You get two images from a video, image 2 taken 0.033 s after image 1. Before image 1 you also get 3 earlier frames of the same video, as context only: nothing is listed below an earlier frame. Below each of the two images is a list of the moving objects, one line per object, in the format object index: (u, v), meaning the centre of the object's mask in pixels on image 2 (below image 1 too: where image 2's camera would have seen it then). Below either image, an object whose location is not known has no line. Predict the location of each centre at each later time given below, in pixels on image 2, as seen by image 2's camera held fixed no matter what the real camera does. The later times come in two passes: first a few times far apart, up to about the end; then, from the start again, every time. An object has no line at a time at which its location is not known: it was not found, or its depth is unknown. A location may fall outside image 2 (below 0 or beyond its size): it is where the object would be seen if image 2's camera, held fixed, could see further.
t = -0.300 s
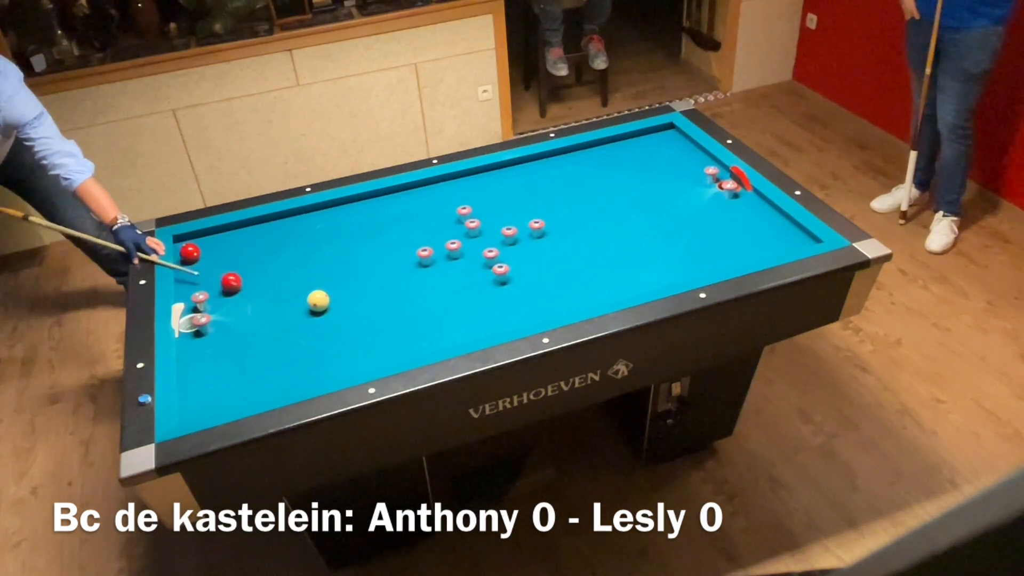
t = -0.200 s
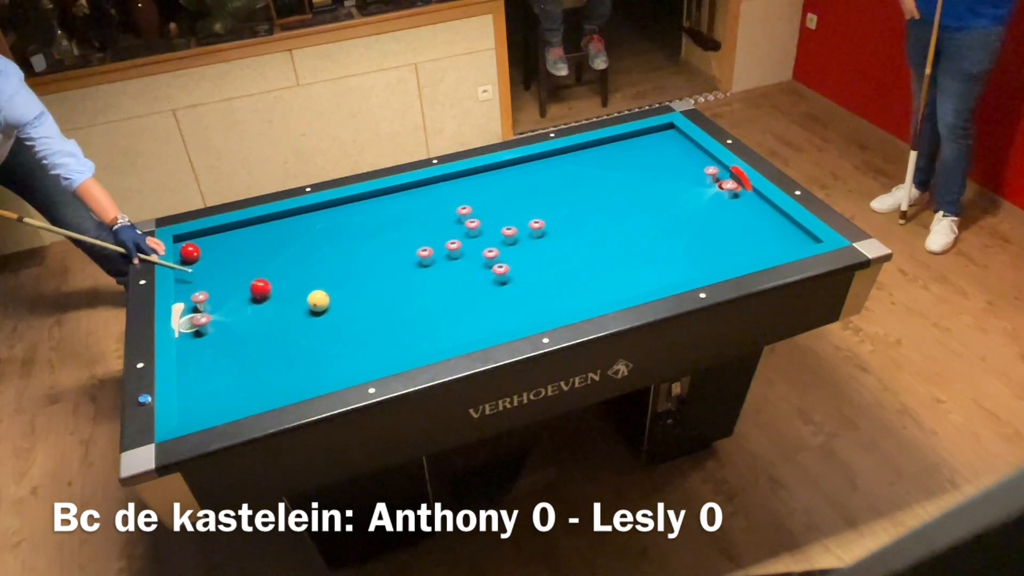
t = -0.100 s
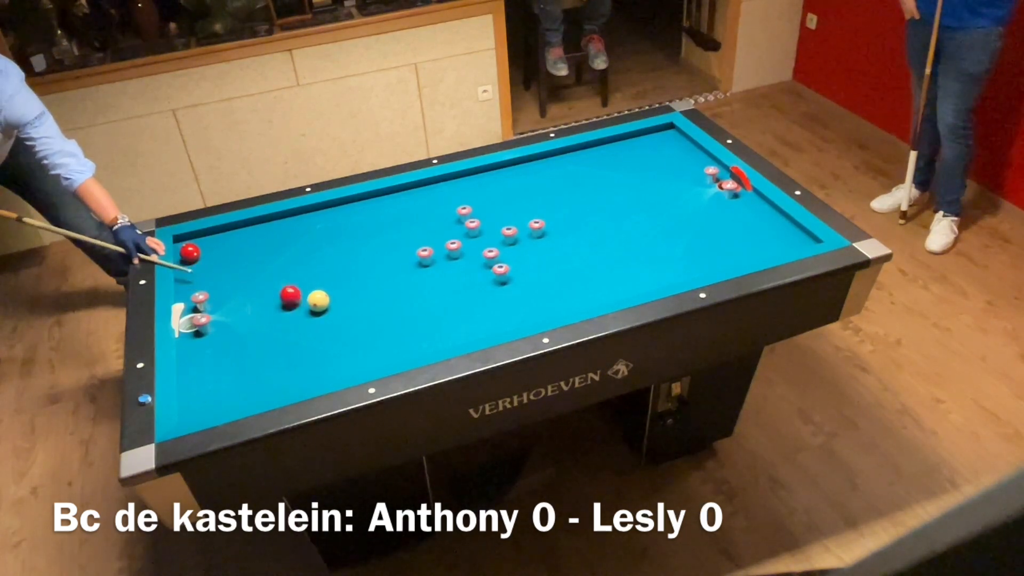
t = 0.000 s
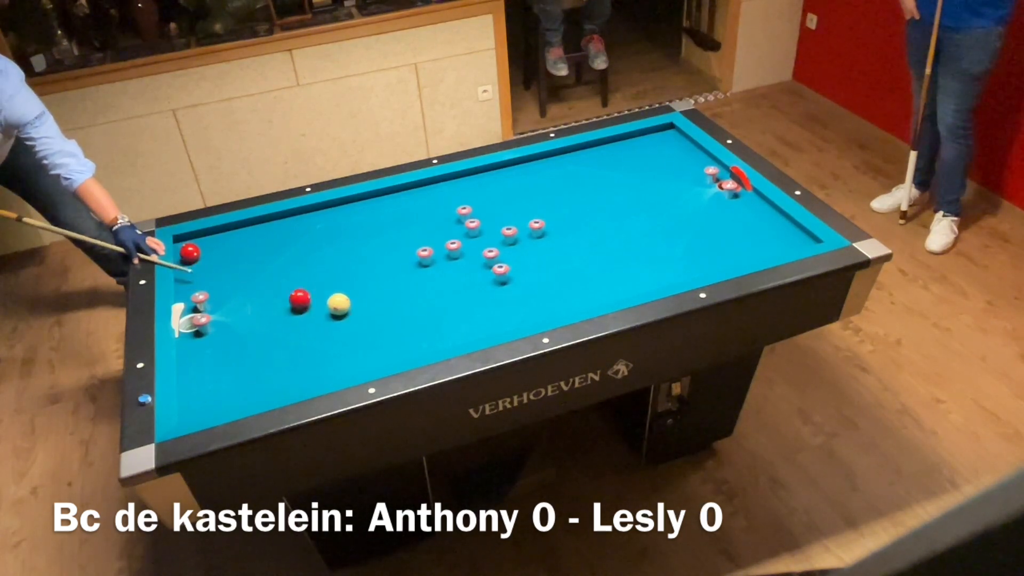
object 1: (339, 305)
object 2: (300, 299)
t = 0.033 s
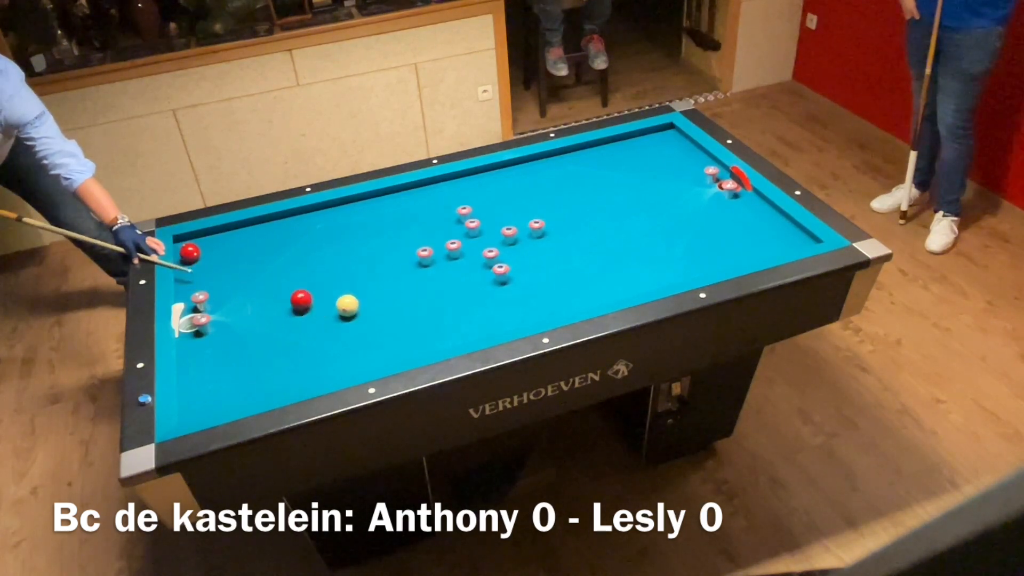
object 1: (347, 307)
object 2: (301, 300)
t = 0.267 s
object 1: (399, 315)
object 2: (315, 307)
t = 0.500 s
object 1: (450, 323)
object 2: (329, 313)
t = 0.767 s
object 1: (500, 323)
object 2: (344, 321)
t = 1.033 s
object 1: (523, 305)
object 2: (358, 328)
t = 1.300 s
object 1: (544, 287)
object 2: (372, 335)
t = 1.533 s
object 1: (560, 272)
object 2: (383, 340)
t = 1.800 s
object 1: (577, 257)
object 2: (395, 347)
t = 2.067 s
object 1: (594, 243)
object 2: (407, 350)
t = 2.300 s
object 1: (606, 231)
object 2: (411, 348)
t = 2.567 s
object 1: (620, 219)
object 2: (414, 345)
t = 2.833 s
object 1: (632, 208)
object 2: (417, 342)
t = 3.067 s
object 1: (642, 200)
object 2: (419, 340)
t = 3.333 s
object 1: (652, 190)
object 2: (421, 336)
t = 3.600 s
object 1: (661, 182)
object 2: (423, 335)
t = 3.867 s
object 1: (669, 174)
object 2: (423, 335)
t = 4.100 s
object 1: (676, 168)
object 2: (423, 335)
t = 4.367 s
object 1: (684, 161)
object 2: (423, 335)
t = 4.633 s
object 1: (690, 155)
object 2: (423, 335)
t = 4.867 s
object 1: (695, 150)
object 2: (423, 335)
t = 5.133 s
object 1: (688, 149)
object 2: (423, 335)
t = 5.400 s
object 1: (682, 148)
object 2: (423, 335)
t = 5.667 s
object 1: (677, 148)
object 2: (423, 335)
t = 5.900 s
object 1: (673, 148)
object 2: (423, 335)
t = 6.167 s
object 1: (670, 147)
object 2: (423, 335)
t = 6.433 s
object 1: (667, 147)
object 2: (423, 335)
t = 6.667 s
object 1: (665, 147)
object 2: (423, 335)
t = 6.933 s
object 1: (664, 147)
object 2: (423, 335)
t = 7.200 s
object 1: (664, 148)
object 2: (423, 335)
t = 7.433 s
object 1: (664, 148)
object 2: (423, 335)
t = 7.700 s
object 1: (664, 148)
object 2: (423, 335)
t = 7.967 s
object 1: (664, 148)
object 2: (423, 335)
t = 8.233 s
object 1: (664, 147)
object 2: (423, 335)
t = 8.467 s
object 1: (664, 147)
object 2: (423, 335)
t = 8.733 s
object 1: (664, 148)
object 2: (423, 335)
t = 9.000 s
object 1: (664, 148)
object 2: (423, 335)
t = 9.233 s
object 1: (664, 148)
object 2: (423, 335)
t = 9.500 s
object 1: (664, 148)
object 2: (423, 335)
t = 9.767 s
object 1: (664, 148)
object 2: (423, 335)
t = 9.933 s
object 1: (664, 148)
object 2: (423, 335)
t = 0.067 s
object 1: (355, 308)
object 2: (303, 301)
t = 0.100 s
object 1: (363, 309)
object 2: (305, 302)
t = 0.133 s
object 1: (370, 310)
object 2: (307, 303)
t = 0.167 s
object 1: (377, 311)
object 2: (309, 304)
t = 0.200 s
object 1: (384, 313)
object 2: (311, 305)
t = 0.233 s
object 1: (391, 314)
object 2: (313, 306)
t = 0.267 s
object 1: (399, 315)
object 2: (315, 307)
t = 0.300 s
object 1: (406, 316)
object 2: (317, 308)
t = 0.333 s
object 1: (413, 317)
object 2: (319, 309)
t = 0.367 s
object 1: (420, 319)
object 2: (321, 310)
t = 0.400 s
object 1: (428, 320)
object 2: (323, 310)
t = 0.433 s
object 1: (435, 321)
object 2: (325, 311)
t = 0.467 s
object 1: (442, 322)
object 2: (327, 312)
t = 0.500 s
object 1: (450, 323)
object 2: (329, 313)
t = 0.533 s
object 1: (457, 324)
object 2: (331, 314)
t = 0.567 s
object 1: (464, 325)
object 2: (332, 315)
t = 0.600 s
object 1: (472, 326)
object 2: (334, 316)
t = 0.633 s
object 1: (479, 327)
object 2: (336, 318)
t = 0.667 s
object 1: (486, 326)
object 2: (338, 318)
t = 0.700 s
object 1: (494, 326)
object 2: (340, 319)
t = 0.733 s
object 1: (497, 325)
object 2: (342, 320)
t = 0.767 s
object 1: (500, 323)
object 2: (344, 321)
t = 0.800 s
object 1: (503, 321)
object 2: (345, 322)
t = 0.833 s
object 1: (506, 319)
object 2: (347, 323)
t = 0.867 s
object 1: (509, 317)
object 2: (349, 324)
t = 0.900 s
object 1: (512, 315)
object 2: (351, 325)
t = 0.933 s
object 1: (515, 312)
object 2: (352, 326)
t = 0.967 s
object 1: (518, 310)
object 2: (354, 326)
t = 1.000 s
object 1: (521, 307)
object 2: (356, 327)
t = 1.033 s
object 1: (523, 305)
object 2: (358, 328)
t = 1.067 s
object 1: (526, 303)
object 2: (360, 329)
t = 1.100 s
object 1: (529, 300)
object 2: (361, 330)
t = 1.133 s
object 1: (531, 298)
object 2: (363, 330)
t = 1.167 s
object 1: (534, 296)
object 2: (365, 331)
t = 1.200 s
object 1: (537, 293)
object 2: (367, 333)
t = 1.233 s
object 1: (539, 291)
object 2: (368, 333)
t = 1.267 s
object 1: (542, 289)
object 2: (370, 334)
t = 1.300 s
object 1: (544, 287)
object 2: (372, 335)
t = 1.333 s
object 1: (547, 285)
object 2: (373, 336)
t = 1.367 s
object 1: (549, 283)
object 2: (375, 336)
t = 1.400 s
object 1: (551, 280)
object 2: (377, 337)
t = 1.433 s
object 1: (553, 278)
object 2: (378, 338)
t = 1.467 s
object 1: (556, 276)
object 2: (380, 339)
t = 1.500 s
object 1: (558, 274)
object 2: (381, 340)
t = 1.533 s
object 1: (560, 272)
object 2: (383, 340)
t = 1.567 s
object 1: (563, 270)
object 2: (385, 341)
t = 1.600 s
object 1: (565, 268)
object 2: (386, 342)
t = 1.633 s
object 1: (567, 266)
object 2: (388, 343)
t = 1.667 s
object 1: (569, 264)
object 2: (389, 344)
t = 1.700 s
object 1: (571, 262)
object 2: (391, 344)
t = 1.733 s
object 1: (574, 261)
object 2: (392, 345)
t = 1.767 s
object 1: (576, 259)
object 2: (394, 344)
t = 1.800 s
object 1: (577, 257)
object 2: (395, 347)
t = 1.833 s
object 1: (579, 255)
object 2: (397, 346)
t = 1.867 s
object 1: (582, 253)
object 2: (398, 347)
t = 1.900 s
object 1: (584, 251)
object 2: (400, 348)
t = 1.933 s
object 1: (586, 249)
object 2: (401, 348)
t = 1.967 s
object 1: (588, 248)
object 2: (403, 349)
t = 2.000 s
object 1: (590, 246)
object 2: (404, 350)
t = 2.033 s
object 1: (592, 244)
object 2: (405, 350)
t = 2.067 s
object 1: (594, 243)
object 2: (407, 350)
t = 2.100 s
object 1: (595, 241)
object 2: (408, 350)
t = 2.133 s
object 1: (597, 239)
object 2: (409, 350)
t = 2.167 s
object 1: (599, 238)
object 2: (409, 350)
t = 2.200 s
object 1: (601, 236)
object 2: (409, 349)
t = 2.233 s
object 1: (603, 235)
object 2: (410, 349)
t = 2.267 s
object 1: (605, 233)
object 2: (410, 348)
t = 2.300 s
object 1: (606, 231)
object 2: (411, 348)
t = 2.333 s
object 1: (608, 230)
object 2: (411, 348)
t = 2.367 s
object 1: (610, 228)
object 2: (412, 347)
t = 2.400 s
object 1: (611, 227)
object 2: (412, 347)
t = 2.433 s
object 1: (613, 225)
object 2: (412, 346)
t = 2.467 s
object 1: (615, 224)
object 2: (413, 346)
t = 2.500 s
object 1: (616, 222)
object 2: (413, 346)
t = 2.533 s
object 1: (618, 221)
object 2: (414, 345)
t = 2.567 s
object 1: (620, 219)
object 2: (414, 345)
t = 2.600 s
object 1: (621, 218)
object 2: (414, 345)
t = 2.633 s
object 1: (623, 217)
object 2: (415, 344)
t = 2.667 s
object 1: (624, 215)
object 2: (415, 344)
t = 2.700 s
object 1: (626, 214)
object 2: (416, 344)
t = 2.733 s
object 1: (627, 212)
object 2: (416, 343)
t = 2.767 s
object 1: (629, 211)
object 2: (416, 343)
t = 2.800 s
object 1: (630, 210)
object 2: (417, 343)
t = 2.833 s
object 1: (632, 208)
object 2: (417, 342)
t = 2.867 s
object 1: (633, 207)
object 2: (417, 342)
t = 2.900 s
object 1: (635, 206)
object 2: (418, 342)
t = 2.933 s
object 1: (636, 205)
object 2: (418, 341)
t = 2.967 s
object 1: (637, 203)
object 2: (418, 341)
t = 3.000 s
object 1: (639, 202)
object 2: (418, 341)
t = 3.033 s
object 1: (640, 201)
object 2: (419, 341)
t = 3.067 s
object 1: (642, 200)
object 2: (419, 340)
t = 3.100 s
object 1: (643, 198)
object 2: (419, 340)
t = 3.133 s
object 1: (644, 197)
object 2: (420, 340)
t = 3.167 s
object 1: (645, 196)
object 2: (420, 340)
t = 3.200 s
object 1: (647, 195)
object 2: (420, 338)
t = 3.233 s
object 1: (648, 194)
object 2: (420, 338)
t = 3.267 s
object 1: (649, 193)
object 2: (420, 337)
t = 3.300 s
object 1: (650, 191)
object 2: (421, 337)
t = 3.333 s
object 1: (652, 190)
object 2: (421, 336)
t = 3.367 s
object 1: (653, 189)
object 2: (421, 336)
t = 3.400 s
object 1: (654, 188)
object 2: (421, 336)
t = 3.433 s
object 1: (655, 187)
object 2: (422, 336)
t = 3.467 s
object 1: (656, 186)
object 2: (422, 336)
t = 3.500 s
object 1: (658, 185)
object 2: (422, 336)
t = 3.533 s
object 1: (659, 184)
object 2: (422, 336)
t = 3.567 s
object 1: (660, 183)
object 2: (422, 336)
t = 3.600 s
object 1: (661, 182)
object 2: (423, 335)
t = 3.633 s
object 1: (662, 181)
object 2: (423, 335)
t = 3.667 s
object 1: (663, 180)
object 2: (423, 336)
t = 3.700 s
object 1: (664, 178)
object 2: (423, 336)
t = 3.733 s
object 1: (665, 178)
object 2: (423, 335)
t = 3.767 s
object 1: (666, 177)
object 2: (423, 335)
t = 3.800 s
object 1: (667, 176)
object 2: (423, 335)
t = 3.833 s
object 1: (669, 175)
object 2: (423, 335)
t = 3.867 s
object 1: (669, 174)
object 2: (423, 335)
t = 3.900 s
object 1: (671, 173)
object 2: (423, 335)
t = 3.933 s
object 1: (671, 172)
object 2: (423, 335)
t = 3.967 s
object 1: (673, 171)
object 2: (423, 335)
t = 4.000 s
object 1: (673, 170)
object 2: (423, 335)
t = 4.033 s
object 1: (674, 169)
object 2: (424, 335)
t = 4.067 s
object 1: (676, 168)
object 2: (423, 335)
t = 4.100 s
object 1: (676, 168)
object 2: (423, 335)
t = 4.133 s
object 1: (678, 167)
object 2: (423, 335)
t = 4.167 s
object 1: (678, 166)
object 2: (423, 335)
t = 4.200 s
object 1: (679, 165)
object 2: (423, 335)
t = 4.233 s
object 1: (680, 164)
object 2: (423, 335)
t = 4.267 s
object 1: (681, 163)
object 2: (423, 335)
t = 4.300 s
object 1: (682, 162)
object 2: (423, 335)
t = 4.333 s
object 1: (683, 162)
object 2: (423, 335)
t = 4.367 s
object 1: (684, 161)
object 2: (423, 335)
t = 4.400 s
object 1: (685, 160)
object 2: (423, 335)
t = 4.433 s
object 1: (685, 159)
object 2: (423, 335)
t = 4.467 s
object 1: (686, 159)
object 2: (423, 335)
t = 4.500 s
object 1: (687, 158)
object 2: (423, 335)
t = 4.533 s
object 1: (688, 157)
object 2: (423, 335)
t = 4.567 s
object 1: (689, 156)
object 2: (423, 335)
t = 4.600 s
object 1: (689, 155)
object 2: (423, 335)
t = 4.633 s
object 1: (690, 155)
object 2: (423, 335)
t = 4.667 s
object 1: (691, 154)
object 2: (423, 335)
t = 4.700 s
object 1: (692, 153)
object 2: (423, 335)
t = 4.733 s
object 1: (692, 153)
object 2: (423, 335)
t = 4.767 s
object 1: (693, 152)
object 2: (423, 335)
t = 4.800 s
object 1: (694, 151)
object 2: (423, 335)
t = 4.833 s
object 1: (695, 150)
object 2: (423, 335)
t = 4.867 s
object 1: (695, 150)
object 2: (423, 335)
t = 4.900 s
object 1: (695, 150)
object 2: (423, 335)
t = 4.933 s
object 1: (694, 149)
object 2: (423, 335)
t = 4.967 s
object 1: (693, 149)
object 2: (423, 335)
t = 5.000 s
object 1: (692, 149)
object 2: (423, 335)
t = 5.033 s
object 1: (691, 149)
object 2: (423, 335)
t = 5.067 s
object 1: (690, 149)
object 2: (423, 335)
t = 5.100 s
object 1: (689, 149)
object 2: (423, 335)
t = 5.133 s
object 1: (688, 149)
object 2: (423, 335)
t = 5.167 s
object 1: (688, 149)
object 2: (423, 335)
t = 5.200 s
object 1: (687, 149)
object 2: (423, 335)
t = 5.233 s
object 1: (686, 149)
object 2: (423, 335)
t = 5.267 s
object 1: (685, 149)
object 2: (423, 335)
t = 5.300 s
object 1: (684, 149)
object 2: (423, 335)
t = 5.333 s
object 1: (684, 149)
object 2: (423, 335)
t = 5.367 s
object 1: (683, 149)
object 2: (423, 335)
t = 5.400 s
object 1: (682, 148)
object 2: (423, 335)
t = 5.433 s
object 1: (682, 148)
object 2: (423, 335)
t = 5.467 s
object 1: (681, 148)
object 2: (423, 335)
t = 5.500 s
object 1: (680, 148)
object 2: (423, 335)
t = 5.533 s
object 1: (680, 148)
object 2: (423, 335)
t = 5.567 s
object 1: (679, 148)
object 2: (423, 335)
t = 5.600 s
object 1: (678, 148)
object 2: (423, 335)
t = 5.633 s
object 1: (678, 148)
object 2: (423, 335)
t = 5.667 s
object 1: (677, 148)
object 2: (423, 335)
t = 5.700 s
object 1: (676, 148)
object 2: (423, 335)
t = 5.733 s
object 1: (676, 148)
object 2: (423, 335)
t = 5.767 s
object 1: (675, 148)
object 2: (423, 335)
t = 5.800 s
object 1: (675, 148)
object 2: (423, 335)
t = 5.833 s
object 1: (674, 148)
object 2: (423, 335)
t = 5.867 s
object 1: (674, 148)
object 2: (423, 335)
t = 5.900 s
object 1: (673, 148)
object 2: (423, 335)
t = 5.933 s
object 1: (673, 148)
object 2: (423, 335)
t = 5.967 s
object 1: (672, 148)
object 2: (423, 335)
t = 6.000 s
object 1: (672, 148)
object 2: (423, 335)
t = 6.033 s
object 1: (671, 148)
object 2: (423, 335)
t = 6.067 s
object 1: (671, 148)
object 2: (423, 335)
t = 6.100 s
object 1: (670, 147)
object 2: (423, 335)
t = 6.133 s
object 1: (670, 147)
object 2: (423, 335)
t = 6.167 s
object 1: (670, 147)
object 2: (423, 335)
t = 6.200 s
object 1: (669, 147)
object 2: (423, 335)
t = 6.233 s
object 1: (669, 147)
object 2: (423, 335)
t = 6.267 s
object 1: (668, 147)
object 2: (423, 335)
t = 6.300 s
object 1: (668, 147)
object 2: (423, 335)
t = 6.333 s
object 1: (668, 147)
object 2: (423, 335)
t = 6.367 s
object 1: (667, 147)
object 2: (423, 335)
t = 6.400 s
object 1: (667, 147)
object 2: (423, 335)
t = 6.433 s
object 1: (667, 147)
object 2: (423, 335)
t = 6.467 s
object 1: (667, 147)
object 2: (423, 335)
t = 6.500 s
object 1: (666, 147)
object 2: (423, 335)
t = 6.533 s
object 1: (666, 147)
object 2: (423, 335)
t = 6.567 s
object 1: (666, 147)
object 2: (423, 335)
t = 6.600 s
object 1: (666, 147)
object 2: (423, 335)
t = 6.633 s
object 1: (666, 147)
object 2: (423, 335)
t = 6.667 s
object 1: (665, 147)
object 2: (423, 335)
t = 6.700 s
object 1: (665, 147)
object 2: (423, 335)
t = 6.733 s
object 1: (665, 147)
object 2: (423, 335)
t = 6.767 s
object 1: (665, 147)
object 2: (423, 335)
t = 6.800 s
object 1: (665, 147)
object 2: (423, 335)
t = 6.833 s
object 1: (665, 147)
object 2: (423, 335)
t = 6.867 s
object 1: (665, 147)
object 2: (423, 335)
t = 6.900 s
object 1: (664, 147)
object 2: (423, 335)
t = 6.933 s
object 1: (664, 147)
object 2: (423, 335)
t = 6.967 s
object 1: (664, 147)
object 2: (423, 335)
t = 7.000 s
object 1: (664, 147)
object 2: (423, 335)
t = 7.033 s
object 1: (664, 147)
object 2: (423, 335)
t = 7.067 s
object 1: (664, 147)
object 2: (423, 335)
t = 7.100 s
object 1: (664, 147)
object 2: (423, 335)
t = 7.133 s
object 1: (664, 148)
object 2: (423, 335)
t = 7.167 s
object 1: (664, 148)
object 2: (423, 335)
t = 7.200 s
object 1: (664, 148)
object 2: (423, 335)
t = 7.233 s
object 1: (664, 148)
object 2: (423, 335)
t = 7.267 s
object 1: (664, 148)
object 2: (423, 335)
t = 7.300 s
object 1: (664, 148)
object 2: (423, 335)
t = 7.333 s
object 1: (664, 148)
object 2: (423, 335)
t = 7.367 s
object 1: (664, 147)
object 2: (423, 335)
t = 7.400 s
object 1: (664, 147)
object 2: (423, 335)
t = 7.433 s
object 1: (664, 148)
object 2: (423, 335)
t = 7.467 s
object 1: (664, 147)
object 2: (423, 335)
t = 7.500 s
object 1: (664, 147)
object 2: (423, 335)
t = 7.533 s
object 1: (664, 147)
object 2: (423, 335)
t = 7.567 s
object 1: (664, 148)
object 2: (423, 335)
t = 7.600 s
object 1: (664, 148)
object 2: (423, 335)
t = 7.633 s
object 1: (664, 148)
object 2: (423, 335)
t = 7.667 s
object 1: (664, 148)
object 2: (423, 335)
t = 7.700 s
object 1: (664, 148)
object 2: (423, 335)
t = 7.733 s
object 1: (664, 148)
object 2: (423, 335)
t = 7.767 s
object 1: (664, 148)
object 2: (423, 335)
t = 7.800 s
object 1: (664, 148)
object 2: (423, 335)
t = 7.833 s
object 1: (664, 148)
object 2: (423, 335)
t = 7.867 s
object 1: (664, 148)
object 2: (423, 335)
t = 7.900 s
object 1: (664, 148)
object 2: (423, 335)
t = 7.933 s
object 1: (664, 148)
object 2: (423, 335)
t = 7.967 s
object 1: (664, 148)
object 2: (423, 335)
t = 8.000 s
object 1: (664, 148)
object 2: (423, 335)
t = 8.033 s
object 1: (664, 148)
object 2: (423, 335)
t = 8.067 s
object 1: (664, 148)
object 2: (423, 335)
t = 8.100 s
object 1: (664, 148)
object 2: (423, 335)
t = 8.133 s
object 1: (664, 148)
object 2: (423, 335)
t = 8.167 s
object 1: (664, 148)
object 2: (423, 335)
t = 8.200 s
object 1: (664, 147)
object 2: (423, 335)
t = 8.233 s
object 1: (664, 147)
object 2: (423, 335)
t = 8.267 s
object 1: (664, 147)
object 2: (423, 335)
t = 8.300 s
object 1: (664, 147)
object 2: (423, 335)
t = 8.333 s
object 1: (664, 147)
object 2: (423, 335)
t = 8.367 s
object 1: (664, 147)
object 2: (423, 335)
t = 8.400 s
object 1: (664, 148)
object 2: (423, 335)
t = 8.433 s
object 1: (664, 147)
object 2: (423, 335)
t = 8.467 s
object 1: (664, 147)
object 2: (423, 335)
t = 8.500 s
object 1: (664, 148)
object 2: (423, 335)
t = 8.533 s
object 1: (664, 148)
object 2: (423, 335)
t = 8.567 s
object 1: (664, 148)
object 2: (423, 335)
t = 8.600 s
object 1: (664, 148)
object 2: (423, 335)
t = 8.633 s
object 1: (664, 148)
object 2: (423, 335)
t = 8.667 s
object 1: (664, 148)
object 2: (423, 335)
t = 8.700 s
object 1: (664, 148)
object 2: (423, 335)
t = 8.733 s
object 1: (664, 148)
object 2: (423, 335)
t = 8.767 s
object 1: (664, 148)
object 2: (423, 335)
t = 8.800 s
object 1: (664, 148)
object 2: (423, 335)
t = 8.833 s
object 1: (664, 148)
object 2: (423, 335)
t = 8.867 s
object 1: (664, 148)
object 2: (423, 335)
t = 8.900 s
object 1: (664, 148)
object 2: (423, 335)
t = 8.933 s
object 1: (664, 148)
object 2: (423, 335)
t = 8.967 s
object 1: (664, 148)
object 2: (423, 335)
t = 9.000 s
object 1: (664, 148)
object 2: (423, 335)
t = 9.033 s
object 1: (664, 148)
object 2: (423, 335)
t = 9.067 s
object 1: (664, 148)
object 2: (423, 335)
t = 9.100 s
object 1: (664, 148)
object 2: (423, 335)
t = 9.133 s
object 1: (664, 148)
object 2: (423, 335)
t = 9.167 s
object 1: (664, 148)
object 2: (423, 335)
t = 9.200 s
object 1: (664, 148)
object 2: (423, 335)
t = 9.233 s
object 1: (664, 148)
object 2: (423, 335)
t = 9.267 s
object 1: (664, 148)
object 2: (423, 335)
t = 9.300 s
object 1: (664, 148)
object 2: (423, 335)
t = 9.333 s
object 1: (664, 148)
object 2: (423, 335)
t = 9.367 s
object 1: (664, 148)
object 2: (423, 335)
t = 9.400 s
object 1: (664, 148)
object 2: (423, 335)
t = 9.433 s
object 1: (664, 148)
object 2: (423, 335)
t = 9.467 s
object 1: (664, 148)
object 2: (423, 335)
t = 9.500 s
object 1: (664, 148)
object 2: (423, 335)
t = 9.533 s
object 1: (664, 148)
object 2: (423, 335)
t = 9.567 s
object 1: (664, 148)
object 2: (423, 335)
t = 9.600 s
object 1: (664, 148)
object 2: (423, 335)
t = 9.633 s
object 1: (664, 148)
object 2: (423, 335)
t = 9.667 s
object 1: (664, 148)
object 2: (423, 335)
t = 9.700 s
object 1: (664, 148)
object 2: (423, 335)
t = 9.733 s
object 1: (664, 148)
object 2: (423, 335)
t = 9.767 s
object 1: (664, 148)
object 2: (423, 335)
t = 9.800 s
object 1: (664, 148)
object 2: (423, 335)
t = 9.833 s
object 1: (664, 148)
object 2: (423, 335)
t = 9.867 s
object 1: (664, 148)
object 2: (423, 335)
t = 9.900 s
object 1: (664, 148)
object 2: (423, 335)
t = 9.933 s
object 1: (664, 148)
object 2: (423, 335)
